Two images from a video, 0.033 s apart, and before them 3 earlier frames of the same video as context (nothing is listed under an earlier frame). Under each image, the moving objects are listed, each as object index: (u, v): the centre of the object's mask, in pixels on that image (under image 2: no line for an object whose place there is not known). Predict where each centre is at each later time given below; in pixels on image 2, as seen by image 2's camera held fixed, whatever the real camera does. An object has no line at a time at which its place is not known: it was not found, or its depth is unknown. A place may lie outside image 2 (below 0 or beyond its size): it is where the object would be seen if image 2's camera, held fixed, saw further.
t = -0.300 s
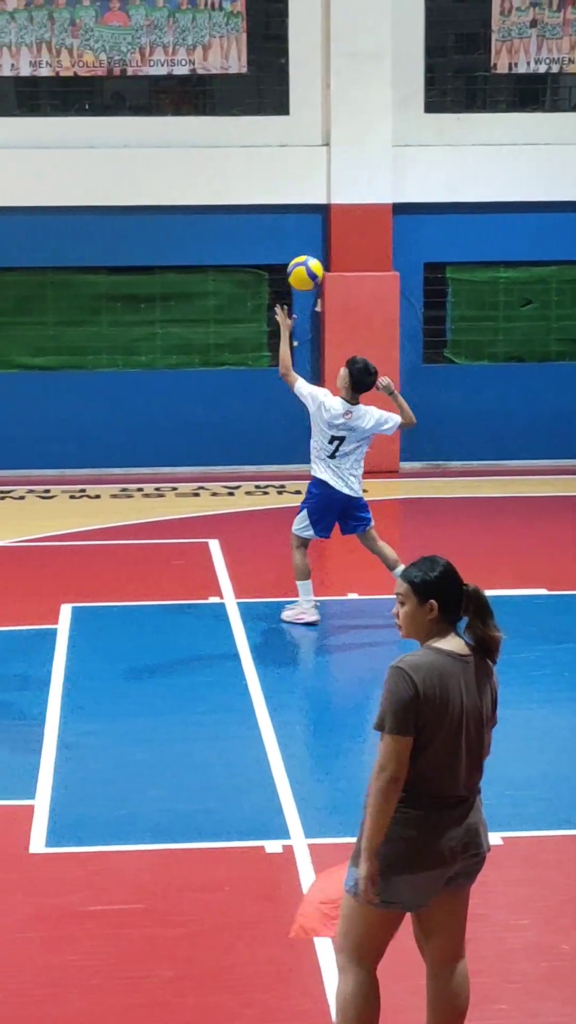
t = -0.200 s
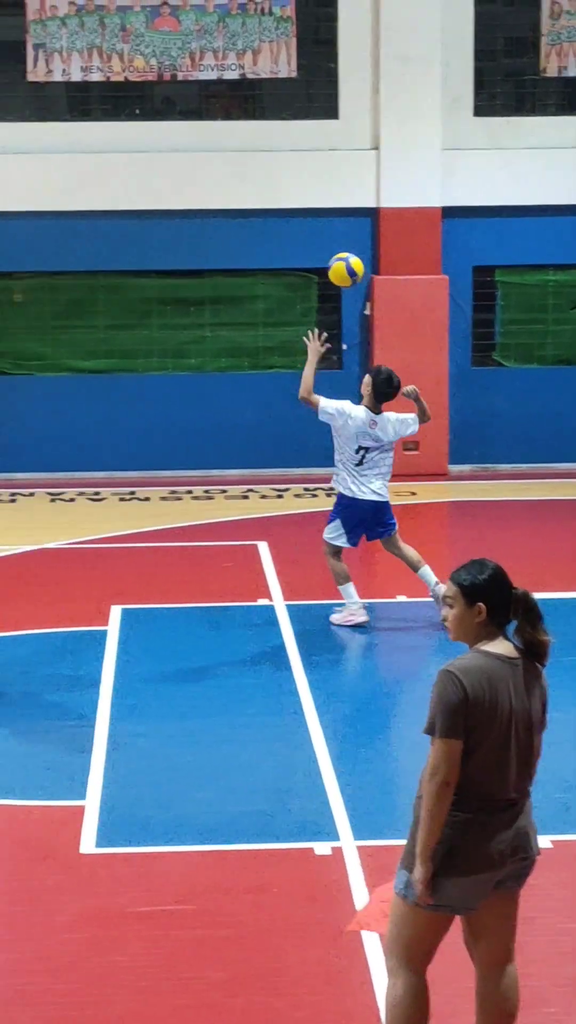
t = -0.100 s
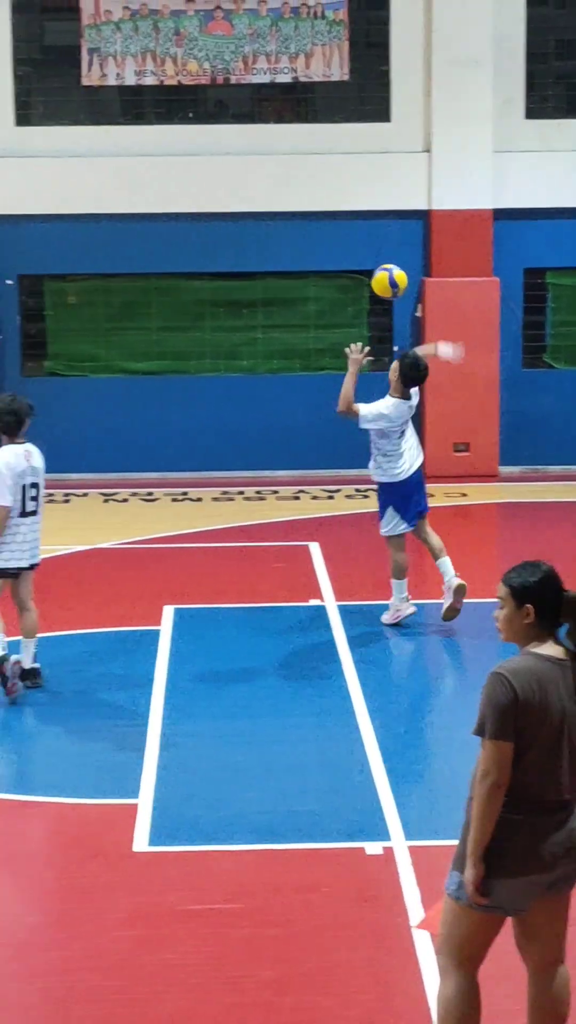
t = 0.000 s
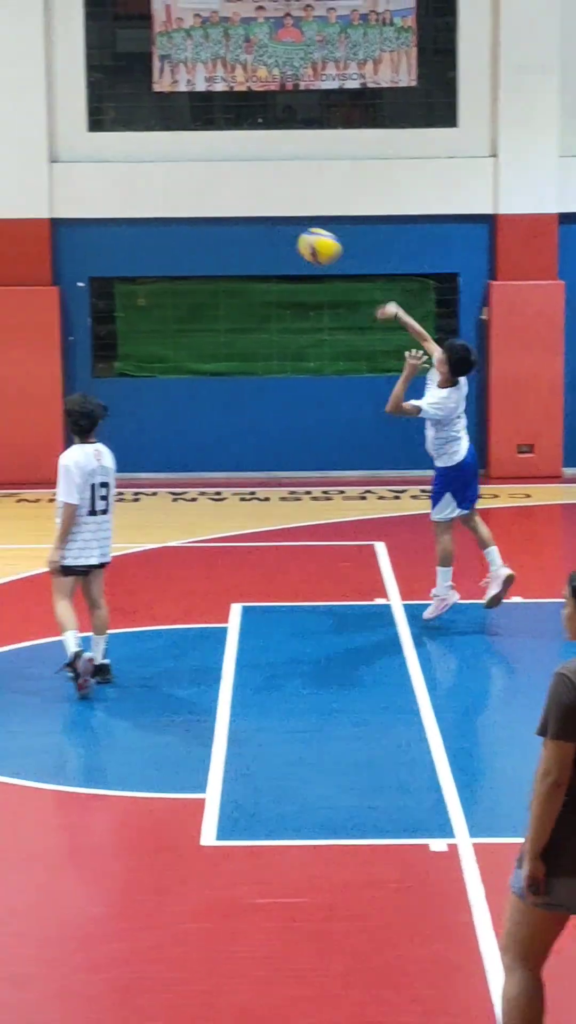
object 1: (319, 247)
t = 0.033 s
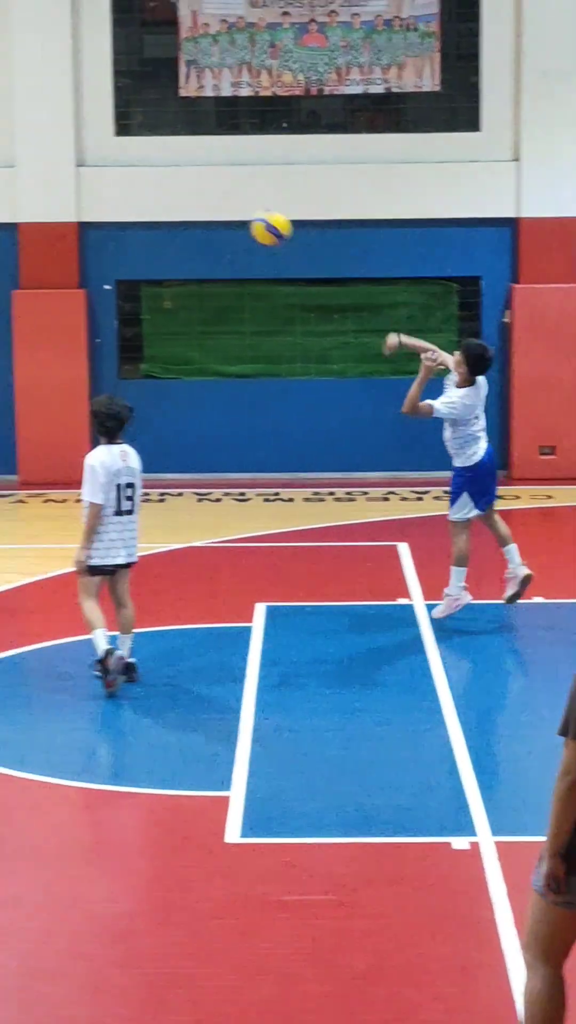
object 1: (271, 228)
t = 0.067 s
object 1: (202, 206)
